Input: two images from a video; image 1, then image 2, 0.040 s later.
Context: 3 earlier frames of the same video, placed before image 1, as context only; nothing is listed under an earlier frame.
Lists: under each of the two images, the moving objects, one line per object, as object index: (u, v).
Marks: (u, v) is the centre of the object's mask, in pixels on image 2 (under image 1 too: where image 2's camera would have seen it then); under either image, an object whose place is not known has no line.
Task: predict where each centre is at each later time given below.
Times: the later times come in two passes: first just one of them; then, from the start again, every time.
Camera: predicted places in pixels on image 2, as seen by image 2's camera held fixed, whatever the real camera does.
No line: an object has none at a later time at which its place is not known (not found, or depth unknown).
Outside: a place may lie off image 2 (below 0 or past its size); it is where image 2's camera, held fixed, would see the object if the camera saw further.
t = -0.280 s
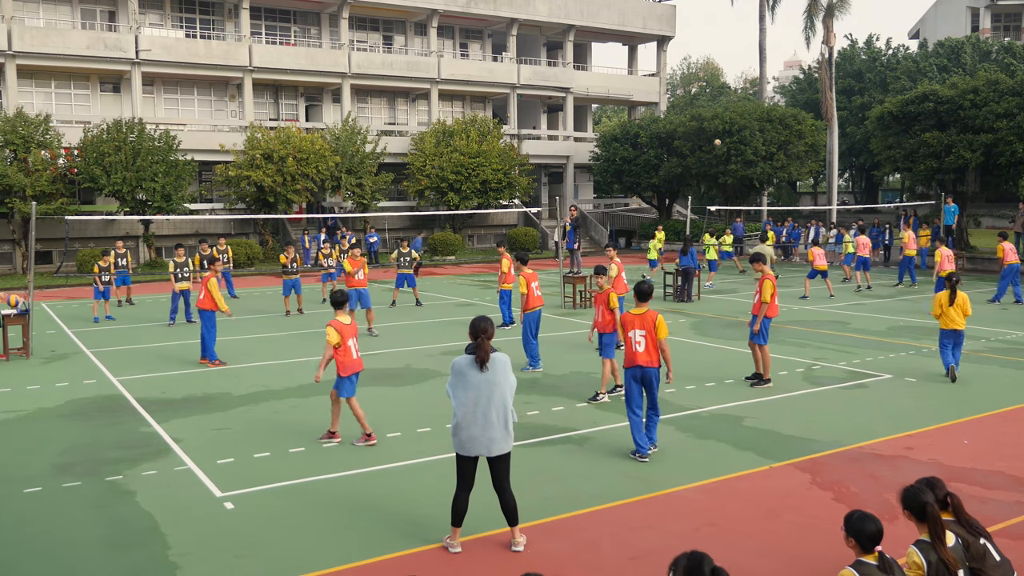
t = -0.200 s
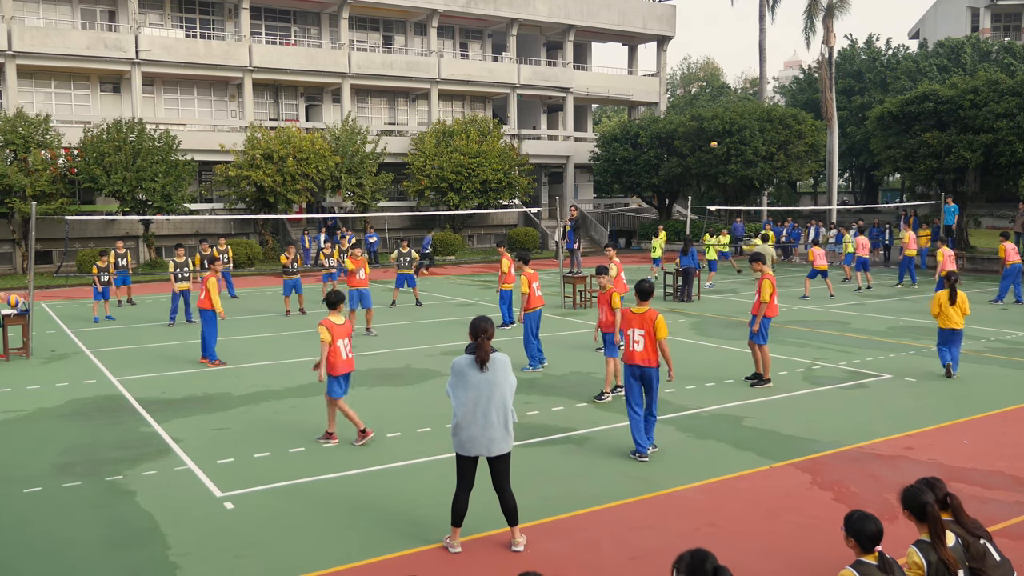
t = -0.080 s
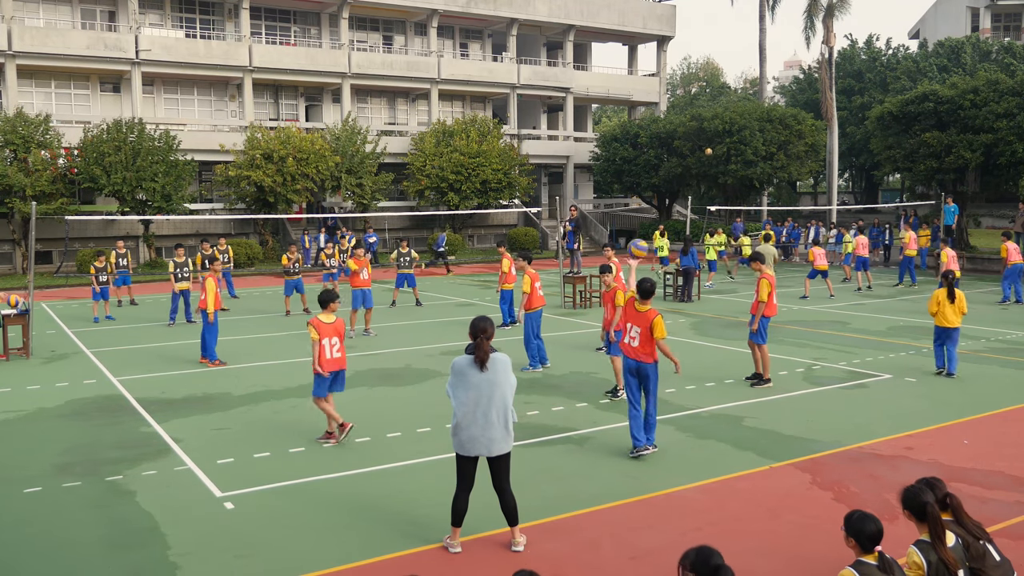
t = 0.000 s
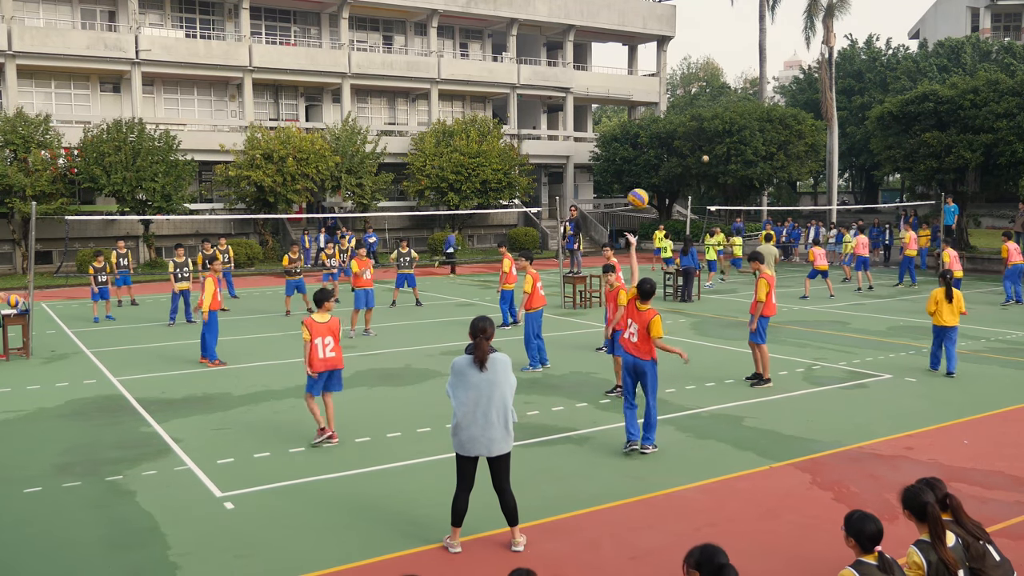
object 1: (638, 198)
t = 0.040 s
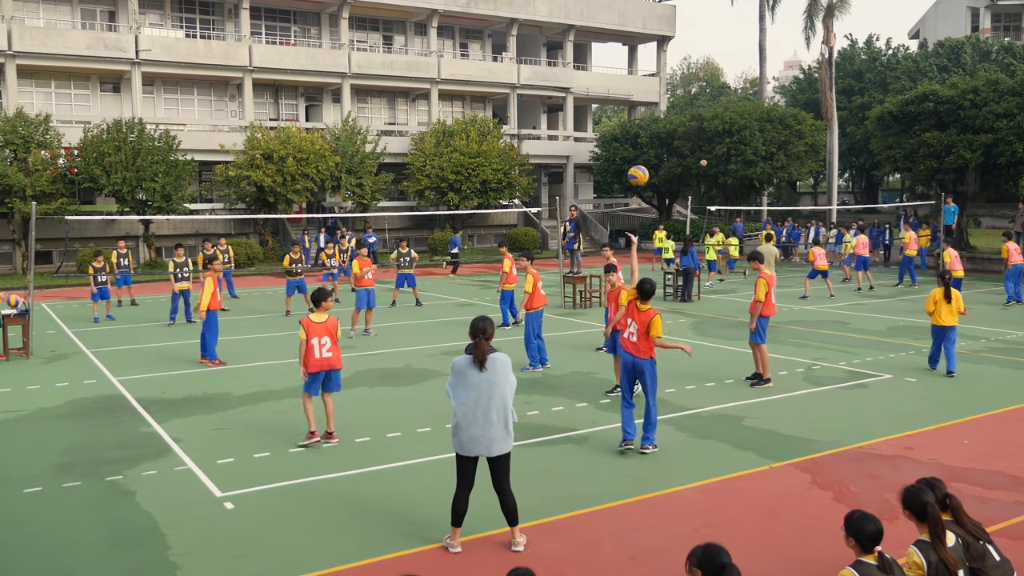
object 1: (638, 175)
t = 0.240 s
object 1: (639, 81)
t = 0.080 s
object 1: (638, 154)
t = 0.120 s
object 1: (638, 133)
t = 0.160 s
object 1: (638, 114)
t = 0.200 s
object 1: (639, 97)
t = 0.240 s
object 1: (639, 81)
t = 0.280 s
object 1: (640, 67)
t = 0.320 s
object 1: (640, 54)
